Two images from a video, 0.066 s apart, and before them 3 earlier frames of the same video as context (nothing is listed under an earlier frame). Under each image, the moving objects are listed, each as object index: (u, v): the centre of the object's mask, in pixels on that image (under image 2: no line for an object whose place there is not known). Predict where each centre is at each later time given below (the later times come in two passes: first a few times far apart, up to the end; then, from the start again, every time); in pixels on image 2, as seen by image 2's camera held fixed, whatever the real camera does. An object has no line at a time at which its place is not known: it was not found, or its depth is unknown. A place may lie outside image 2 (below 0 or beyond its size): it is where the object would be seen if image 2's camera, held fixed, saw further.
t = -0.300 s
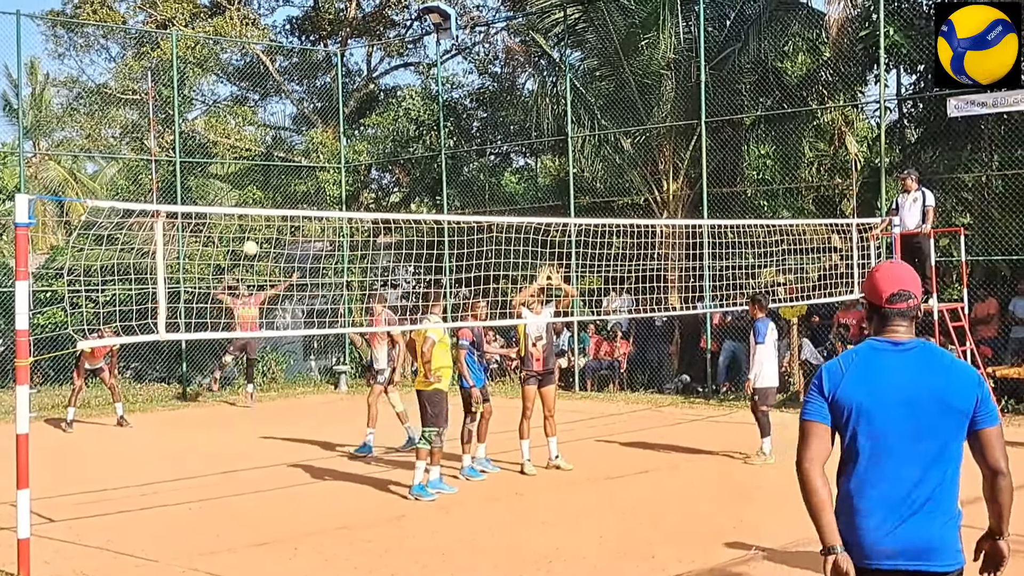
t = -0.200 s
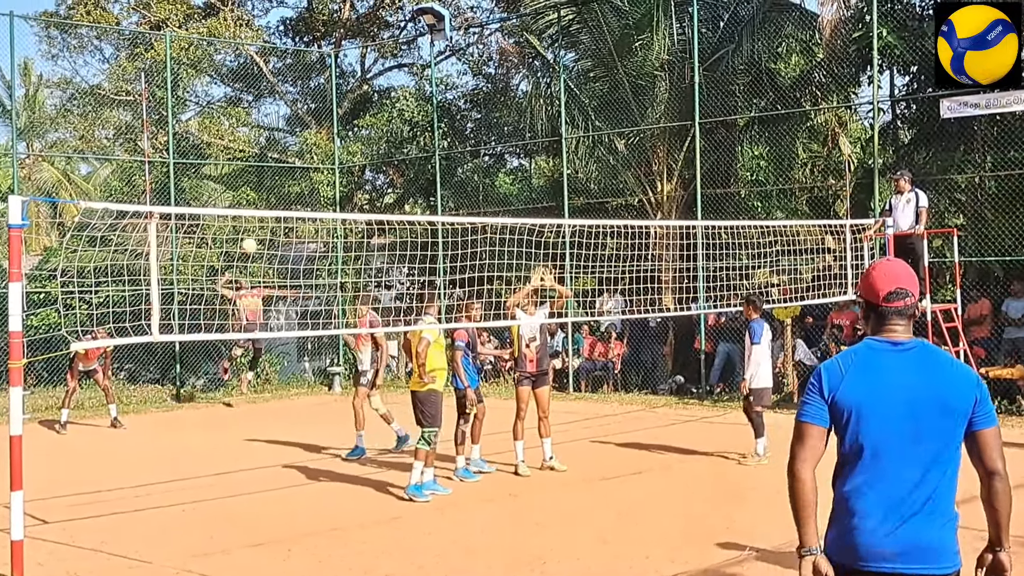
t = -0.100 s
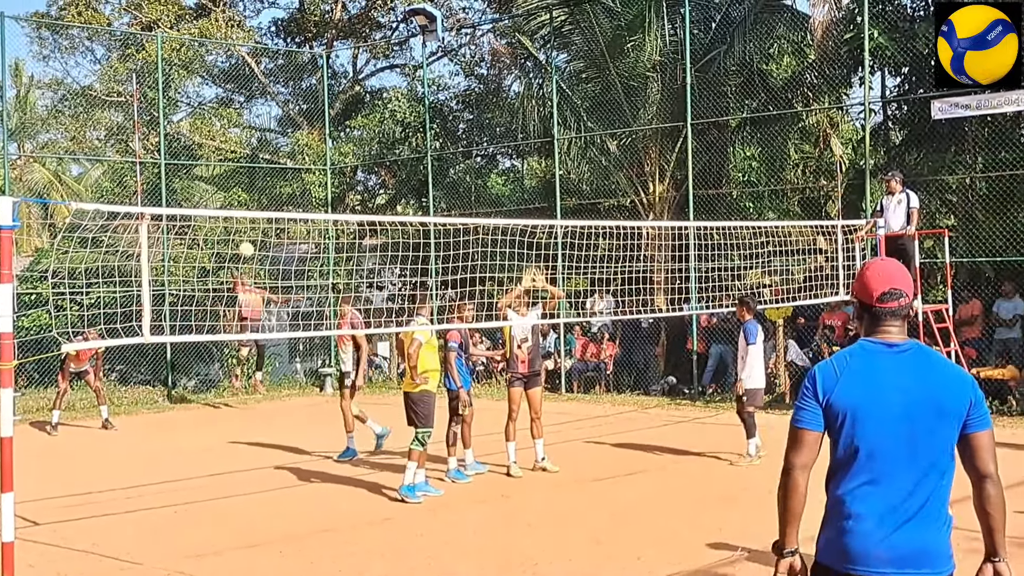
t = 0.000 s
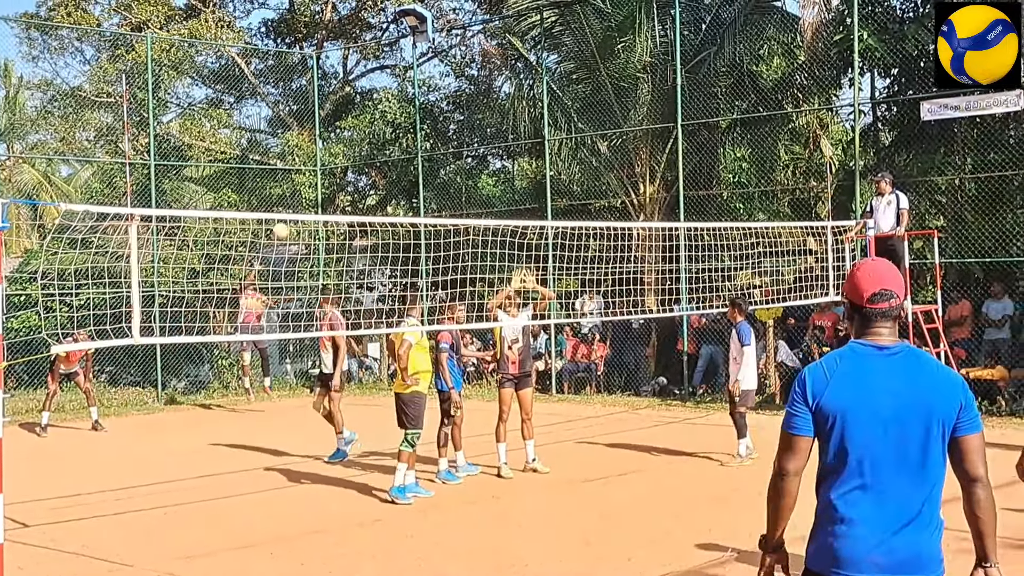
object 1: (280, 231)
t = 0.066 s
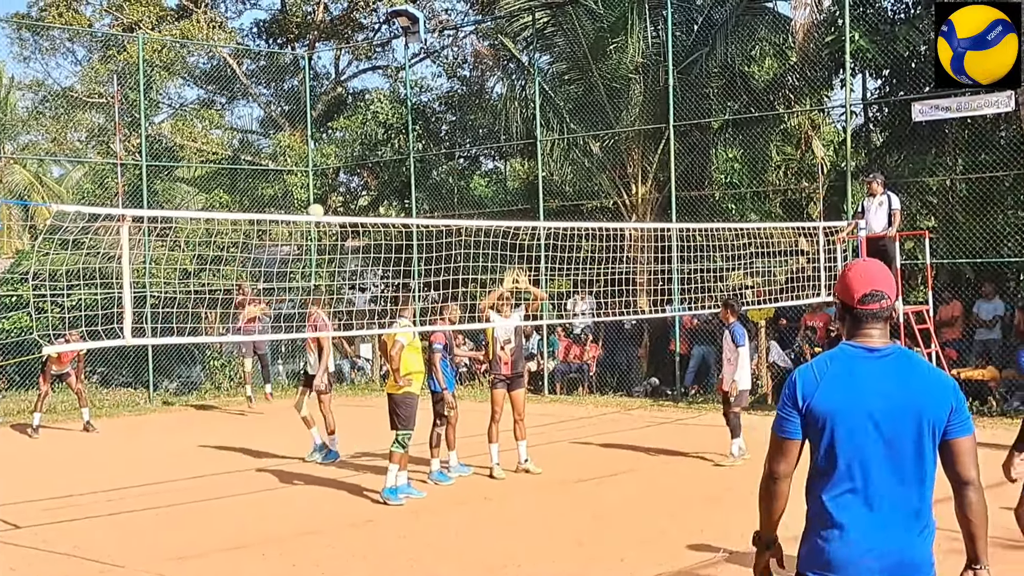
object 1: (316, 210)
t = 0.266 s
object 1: (456, 163)
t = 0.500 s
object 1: (654, 146)
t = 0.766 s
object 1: (949, 188)
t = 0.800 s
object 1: (993, 201)
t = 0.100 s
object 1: (337, 202)
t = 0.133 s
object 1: (360, 193)
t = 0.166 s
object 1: (383, 185)
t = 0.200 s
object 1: (407, 177)
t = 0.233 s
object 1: (432, 169)
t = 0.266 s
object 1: (456, 163)
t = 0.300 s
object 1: (482, 158)
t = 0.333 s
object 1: (509, 153)
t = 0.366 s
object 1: (536, 149)
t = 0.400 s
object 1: (564, 147)
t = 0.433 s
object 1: (592, 145)
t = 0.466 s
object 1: (623, 145)
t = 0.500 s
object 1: (654, 146)
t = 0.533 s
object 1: (686, 147)
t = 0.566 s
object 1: (719, 150)
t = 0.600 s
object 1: (754, 153)
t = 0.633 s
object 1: (790, 157)
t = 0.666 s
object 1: (828, 163)
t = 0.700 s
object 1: (866, 170)
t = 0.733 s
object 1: (906, 179)
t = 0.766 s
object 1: (949, 188)
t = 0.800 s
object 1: (993, 201)
